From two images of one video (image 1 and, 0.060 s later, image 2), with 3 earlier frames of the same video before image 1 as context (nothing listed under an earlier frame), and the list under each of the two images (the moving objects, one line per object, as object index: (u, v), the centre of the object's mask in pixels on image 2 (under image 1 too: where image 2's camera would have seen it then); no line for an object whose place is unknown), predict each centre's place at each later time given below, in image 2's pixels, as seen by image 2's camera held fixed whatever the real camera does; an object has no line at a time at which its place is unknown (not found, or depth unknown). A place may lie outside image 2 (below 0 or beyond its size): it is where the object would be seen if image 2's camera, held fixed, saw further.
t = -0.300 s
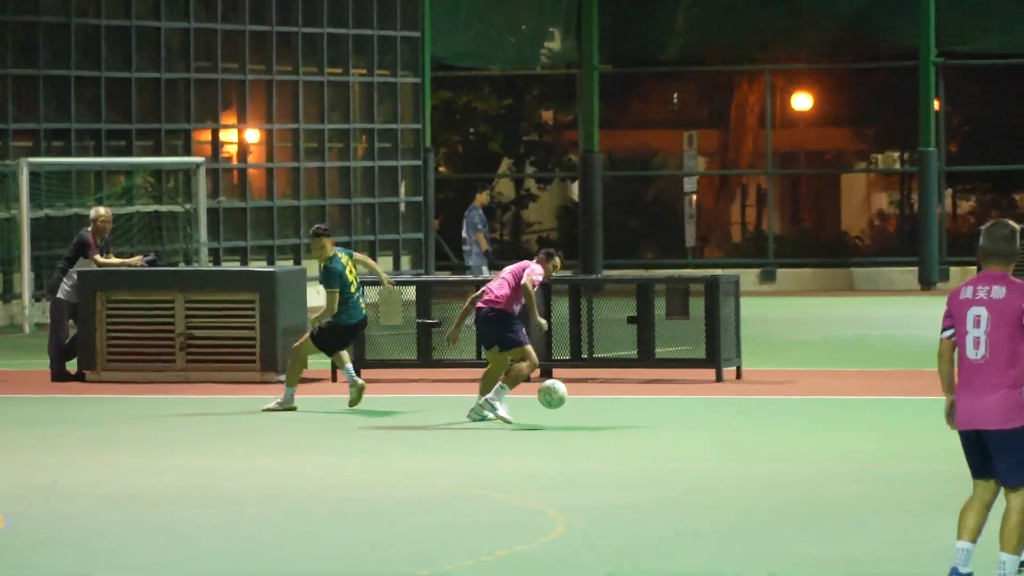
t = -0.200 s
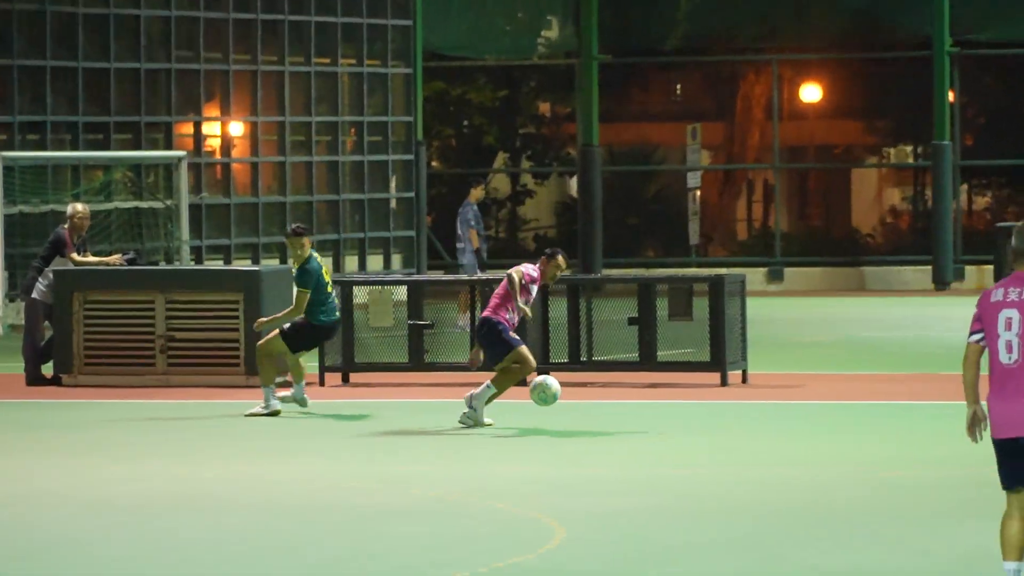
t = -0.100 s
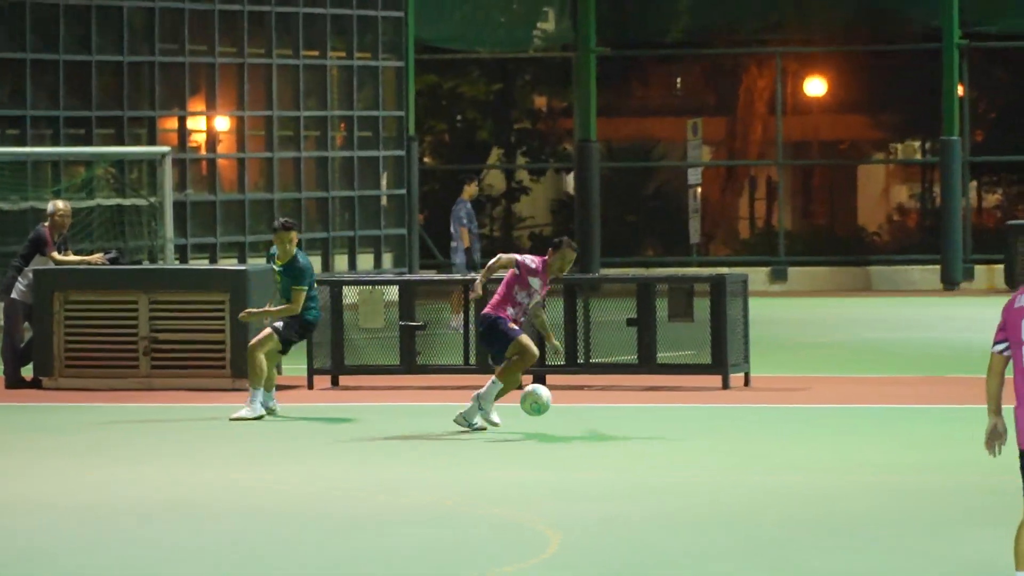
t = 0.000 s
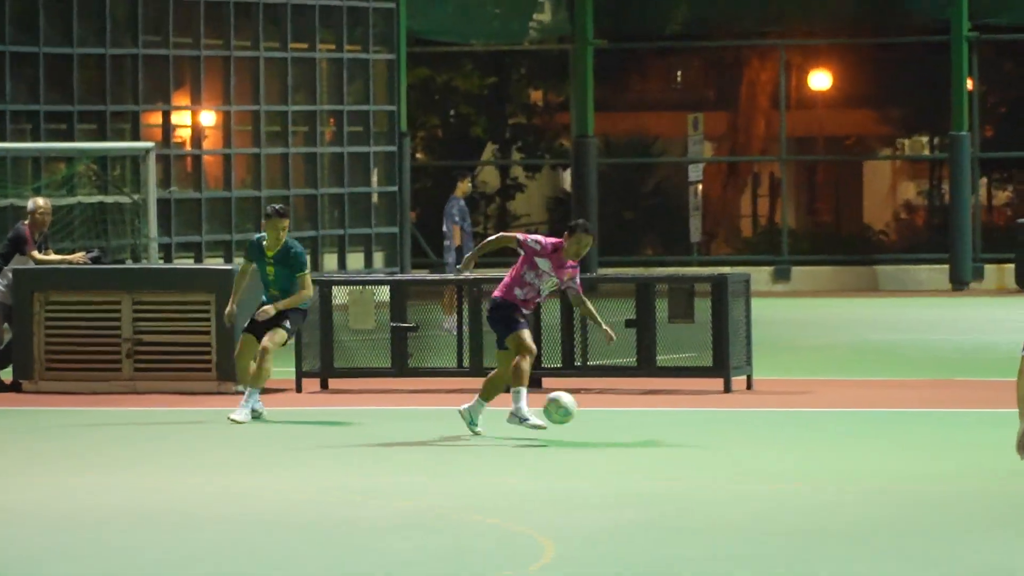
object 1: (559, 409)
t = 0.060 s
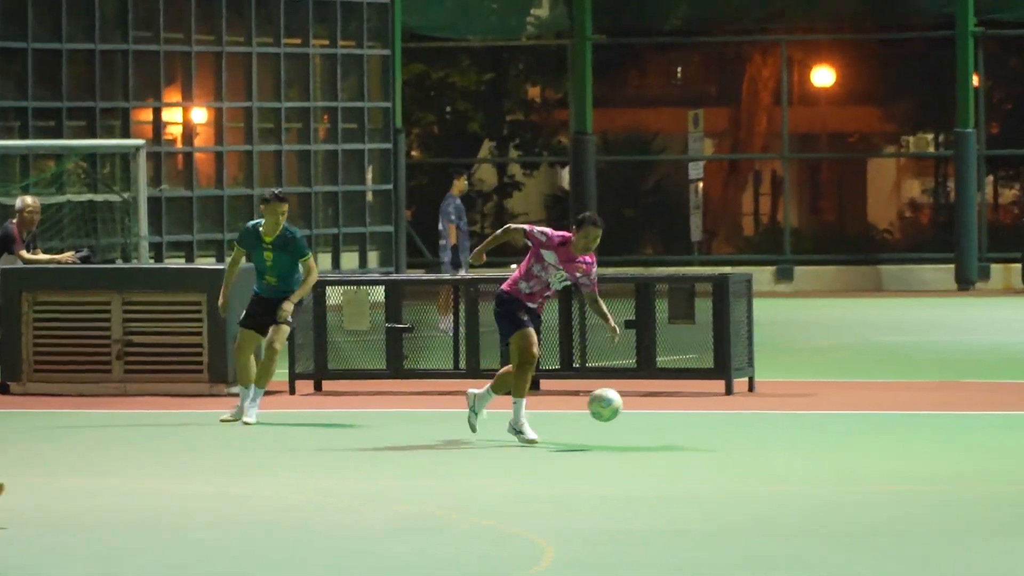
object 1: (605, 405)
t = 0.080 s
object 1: (620, 403)
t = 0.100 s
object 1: (636, 402)
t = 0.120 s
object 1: (649, 402)
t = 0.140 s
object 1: (664, 404)
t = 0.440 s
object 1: (845, 412)
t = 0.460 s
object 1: (846, 413)
